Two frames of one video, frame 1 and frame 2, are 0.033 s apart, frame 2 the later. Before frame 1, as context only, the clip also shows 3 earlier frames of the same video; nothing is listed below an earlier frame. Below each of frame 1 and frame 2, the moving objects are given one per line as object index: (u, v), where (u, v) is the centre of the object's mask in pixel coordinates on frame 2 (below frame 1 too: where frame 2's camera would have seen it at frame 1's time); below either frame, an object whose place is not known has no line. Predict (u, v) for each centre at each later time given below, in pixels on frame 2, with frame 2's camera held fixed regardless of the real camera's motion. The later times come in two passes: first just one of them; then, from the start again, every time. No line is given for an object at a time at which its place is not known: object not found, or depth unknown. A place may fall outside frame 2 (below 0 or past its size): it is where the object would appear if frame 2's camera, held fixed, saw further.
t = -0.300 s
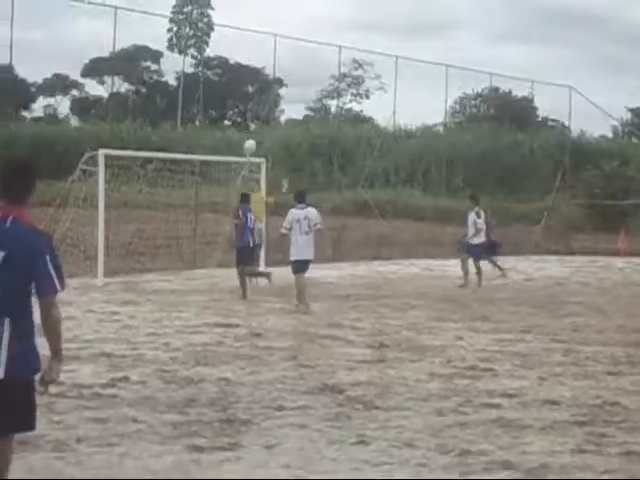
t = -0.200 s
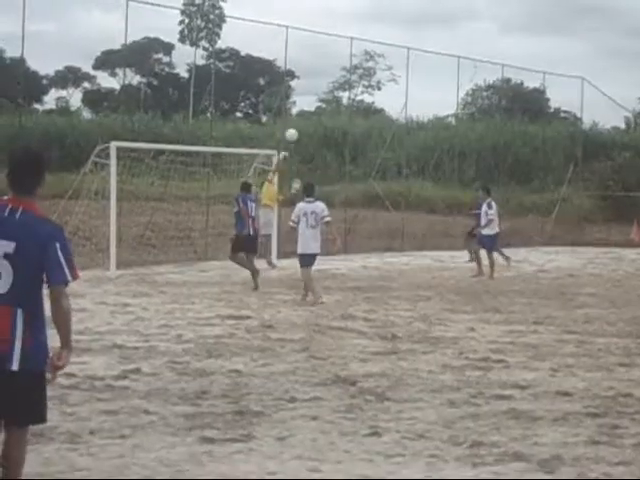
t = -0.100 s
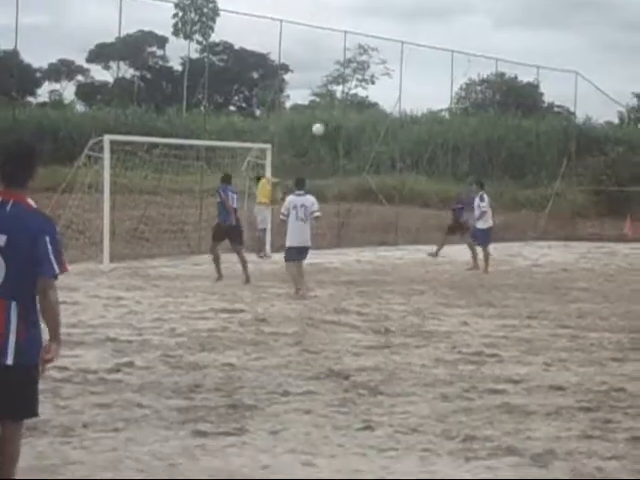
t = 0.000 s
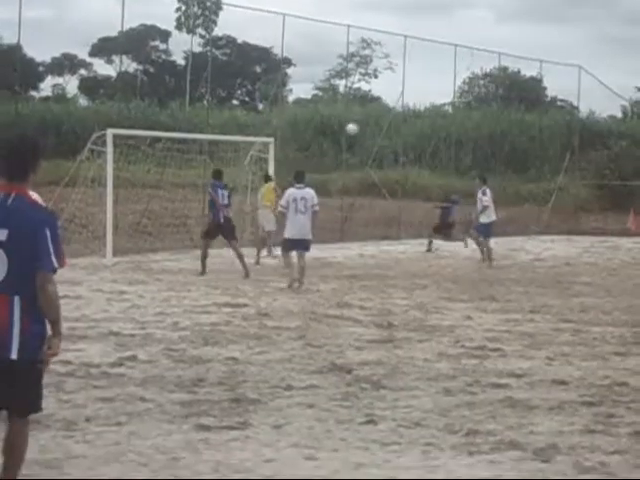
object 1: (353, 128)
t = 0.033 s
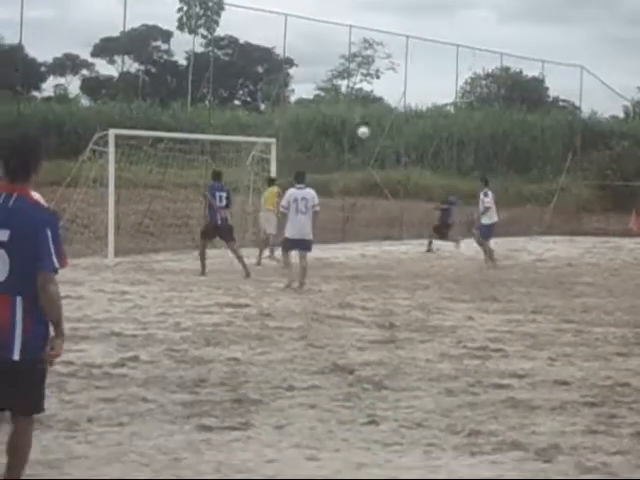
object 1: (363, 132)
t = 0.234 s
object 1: (417, 158)
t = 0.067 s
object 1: (373, 135)
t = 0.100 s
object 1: (381, 139)
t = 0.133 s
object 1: (391, 143)
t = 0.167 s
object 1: (400, 148)
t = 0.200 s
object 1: (409, 153)
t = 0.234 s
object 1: (417, 158)
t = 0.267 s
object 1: (426, 163)
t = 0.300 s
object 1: (434, 169)
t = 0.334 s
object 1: (442, 175)
